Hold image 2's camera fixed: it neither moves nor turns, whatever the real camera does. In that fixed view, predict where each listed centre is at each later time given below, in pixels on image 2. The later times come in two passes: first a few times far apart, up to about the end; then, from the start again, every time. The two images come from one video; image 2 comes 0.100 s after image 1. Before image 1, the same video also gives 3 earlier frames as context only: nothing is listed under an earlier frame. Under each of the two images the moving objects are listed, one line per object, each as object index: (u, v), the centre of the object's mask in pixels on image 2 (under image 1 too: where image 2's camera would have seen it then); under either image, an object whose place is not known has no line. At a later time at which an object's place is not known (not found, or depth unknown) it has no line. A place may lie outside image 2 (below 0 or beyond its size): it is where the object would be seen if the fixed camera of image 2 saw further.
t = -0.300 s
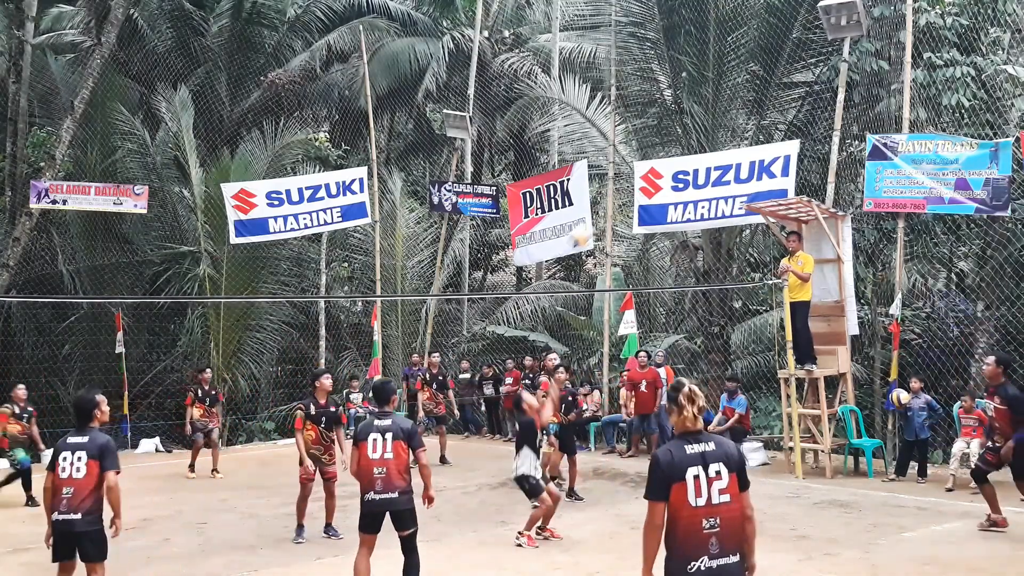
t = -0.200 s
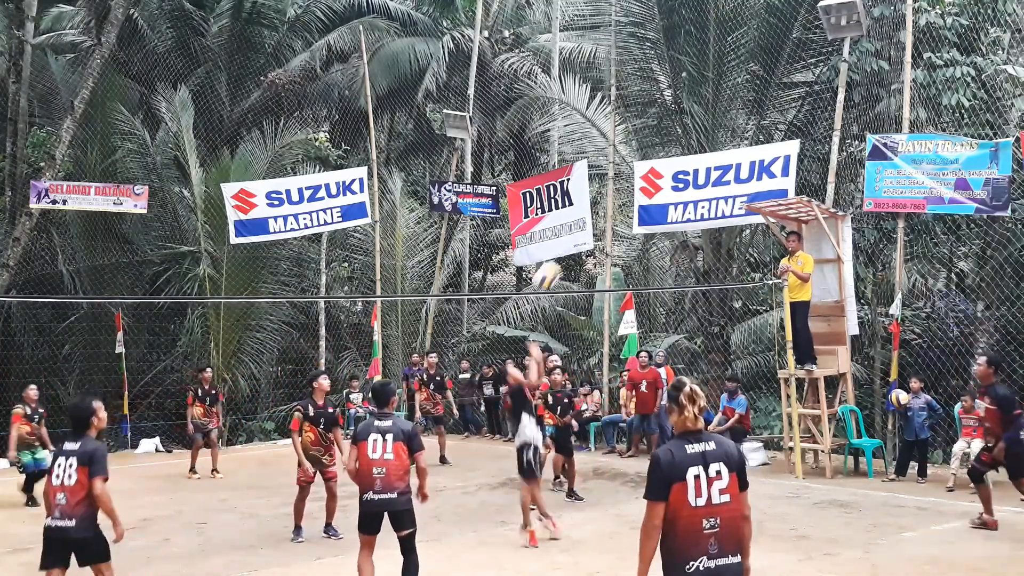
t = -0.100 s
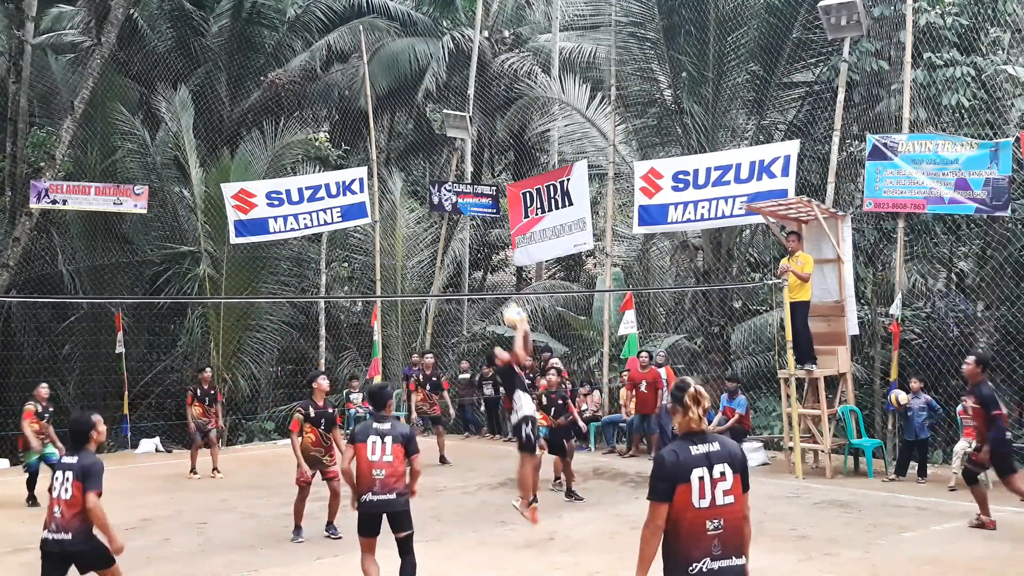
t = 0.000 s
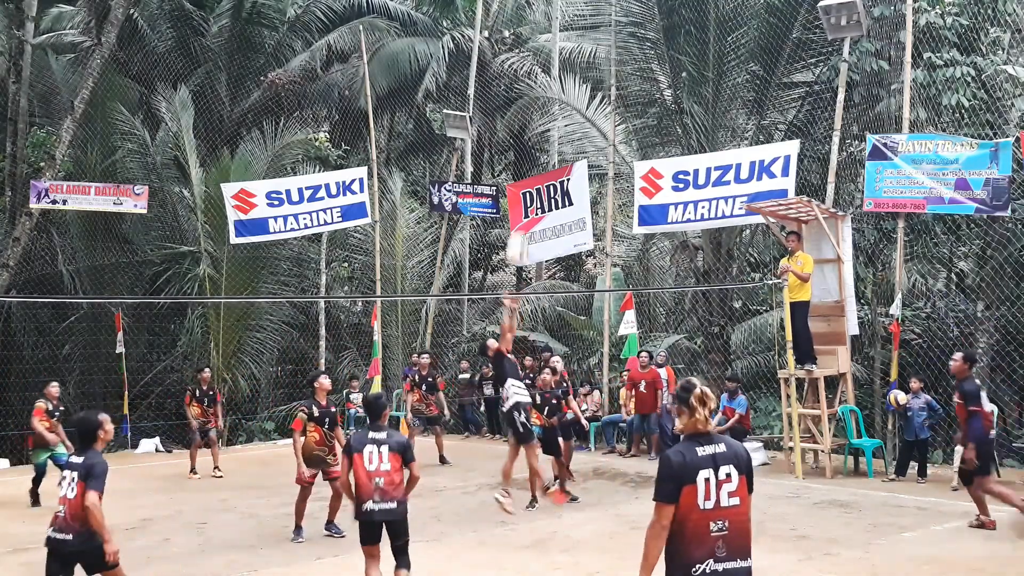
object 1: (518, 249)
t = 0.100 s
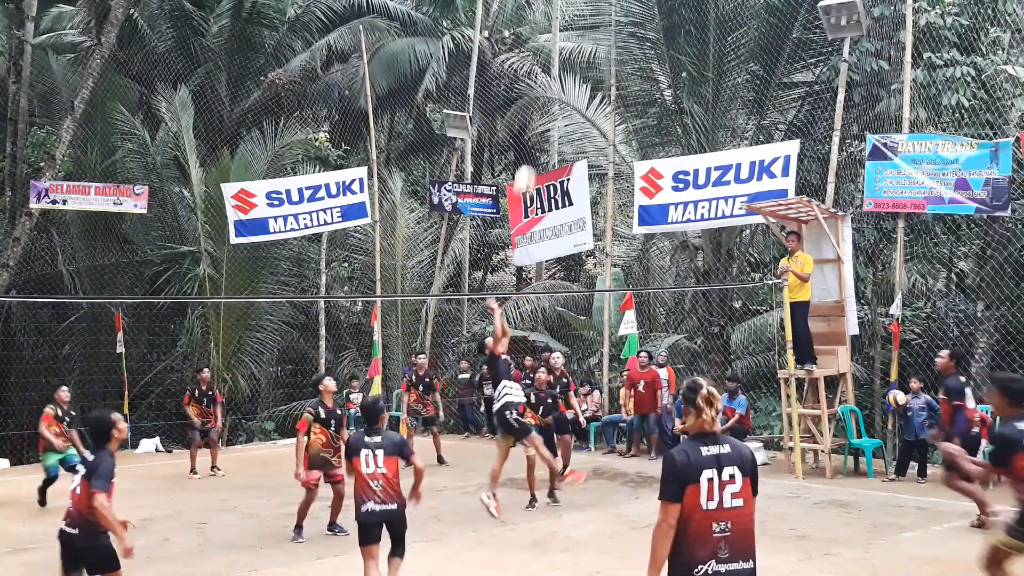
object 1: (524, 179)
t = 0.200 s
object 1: (533, 127)
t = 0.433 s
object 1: (553, 35)
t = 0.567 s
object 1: (564, 9)
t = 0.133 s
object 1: (527, 163)
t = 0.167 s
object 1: (530, 144)
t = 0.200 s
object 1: (533, 127)
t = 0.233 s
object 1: (536, 110)
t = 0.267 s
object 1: (539, 94)
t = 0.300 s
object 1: (541, 80)
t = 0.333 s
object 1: (543, 66)
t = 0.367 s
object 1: (546, 56)
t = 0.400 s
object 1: (549, 44)
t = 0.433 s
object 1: (553, 35)
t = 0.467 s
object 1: (556, 25)
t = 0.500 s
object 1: (559, 19)
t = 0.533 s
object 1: (561, 12)
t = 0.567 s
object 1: (564, 9)
